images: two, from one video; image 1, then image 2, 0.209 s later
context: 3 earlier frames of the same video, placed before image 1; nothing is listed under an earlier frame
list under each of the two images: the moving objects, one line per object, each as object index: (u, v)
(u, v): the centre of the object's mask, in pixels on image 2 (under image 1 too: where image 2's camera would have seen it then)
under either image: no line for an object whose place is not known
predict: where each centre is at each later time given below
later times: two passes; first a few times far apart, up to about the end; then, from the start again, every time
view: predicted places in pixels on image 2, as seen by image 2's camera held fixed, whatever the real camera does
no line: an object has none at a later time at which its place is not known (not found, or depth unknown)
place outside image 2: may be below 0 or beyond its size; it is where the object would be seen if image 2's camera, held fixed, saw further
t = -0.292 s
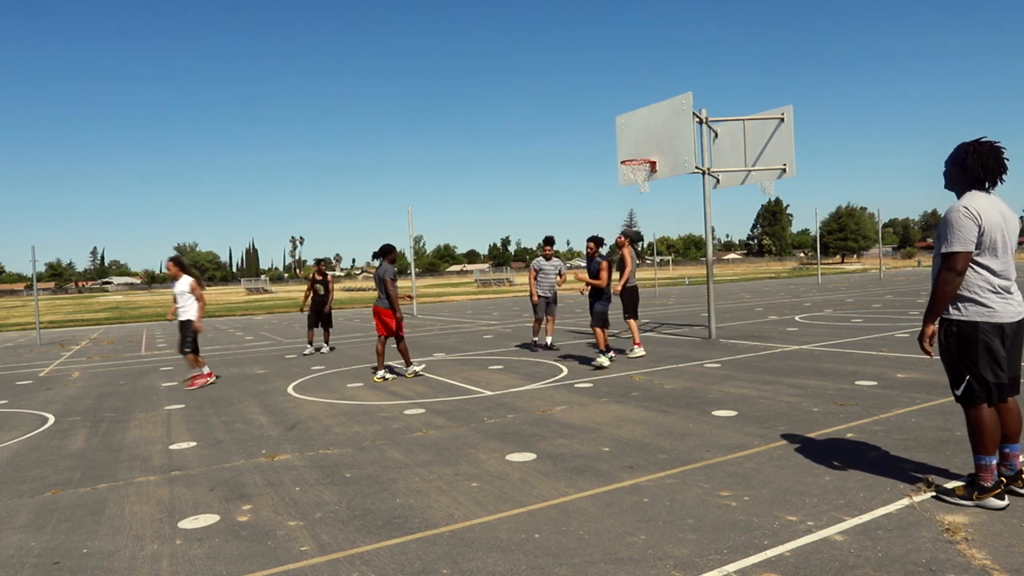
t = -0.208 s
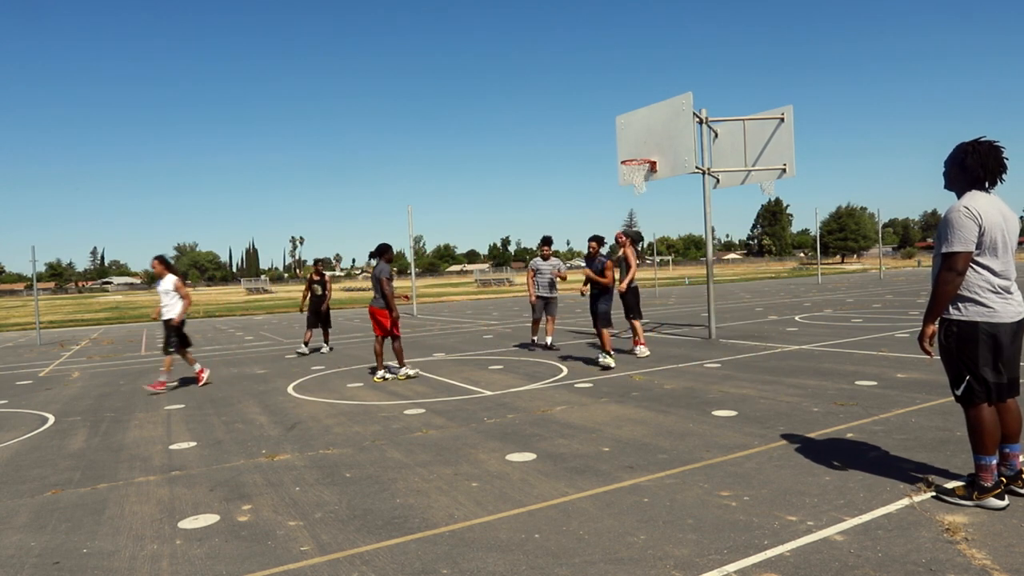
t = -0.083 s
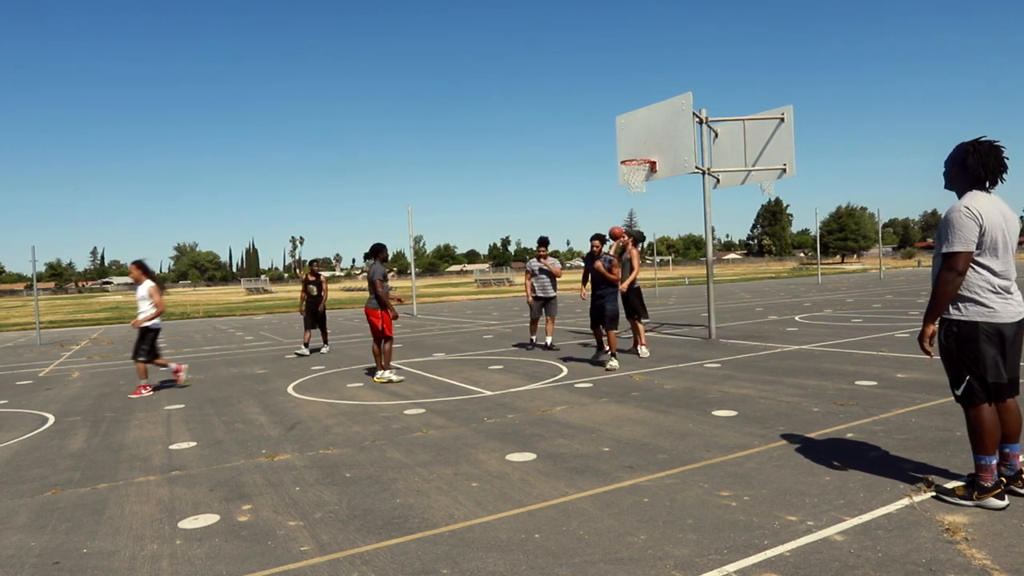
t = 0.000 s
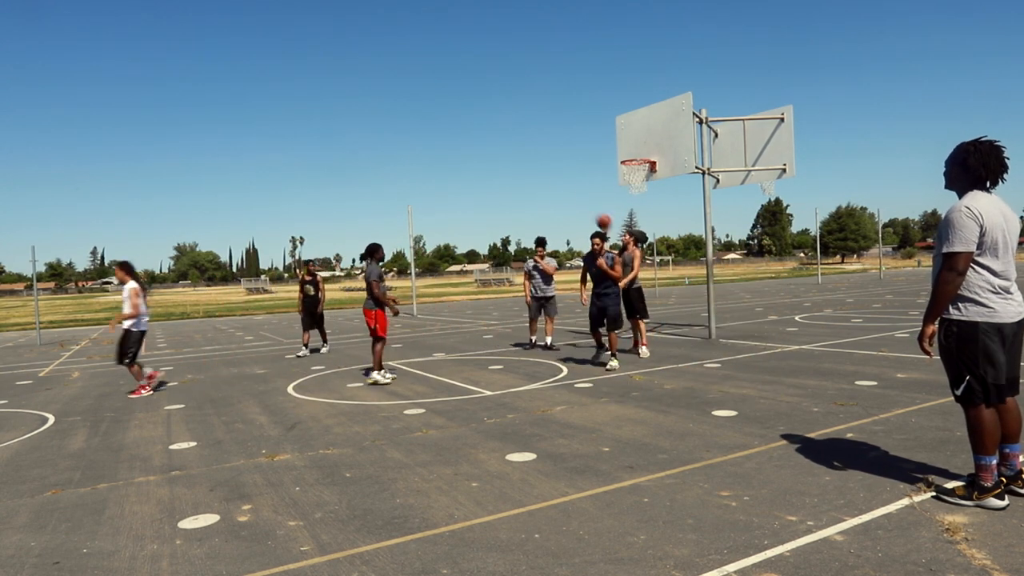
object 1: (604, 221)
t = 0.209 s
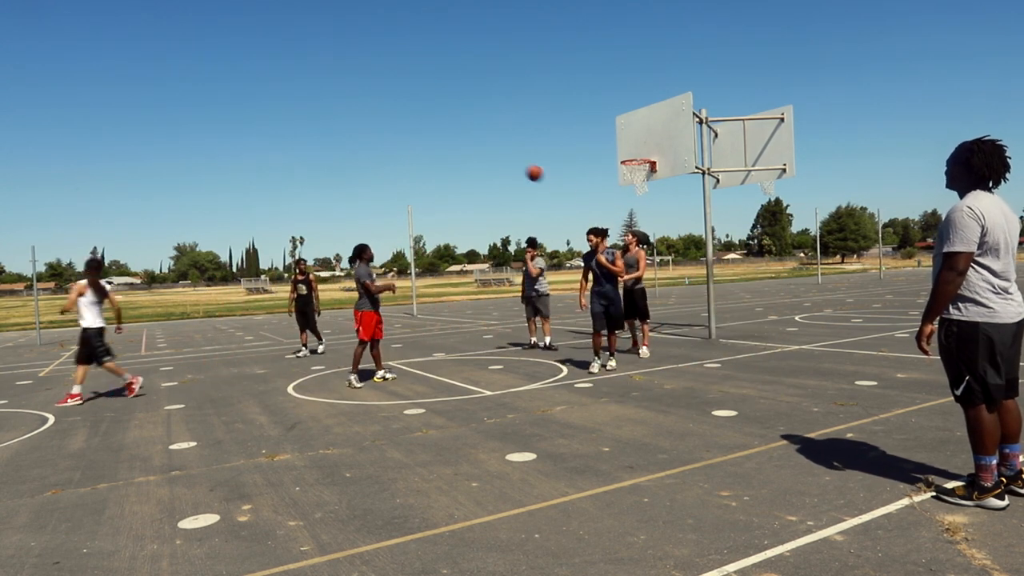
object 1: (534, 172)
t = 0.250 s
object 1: (519, 165)
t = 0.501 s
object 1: (429, 148)
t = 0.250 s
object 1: (519, 165)
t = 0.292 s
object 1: (505, 160)
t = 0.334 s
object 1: (490, 155)
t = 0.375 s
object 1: (475, 152)
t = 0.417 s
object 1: (460, 149)
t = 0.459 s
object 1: (445, 148)
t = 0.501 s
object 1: (429, 148)
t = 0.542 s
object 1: (414, 150)
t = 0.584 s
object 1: (398, 153)
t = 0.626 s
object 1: (383, 157)
